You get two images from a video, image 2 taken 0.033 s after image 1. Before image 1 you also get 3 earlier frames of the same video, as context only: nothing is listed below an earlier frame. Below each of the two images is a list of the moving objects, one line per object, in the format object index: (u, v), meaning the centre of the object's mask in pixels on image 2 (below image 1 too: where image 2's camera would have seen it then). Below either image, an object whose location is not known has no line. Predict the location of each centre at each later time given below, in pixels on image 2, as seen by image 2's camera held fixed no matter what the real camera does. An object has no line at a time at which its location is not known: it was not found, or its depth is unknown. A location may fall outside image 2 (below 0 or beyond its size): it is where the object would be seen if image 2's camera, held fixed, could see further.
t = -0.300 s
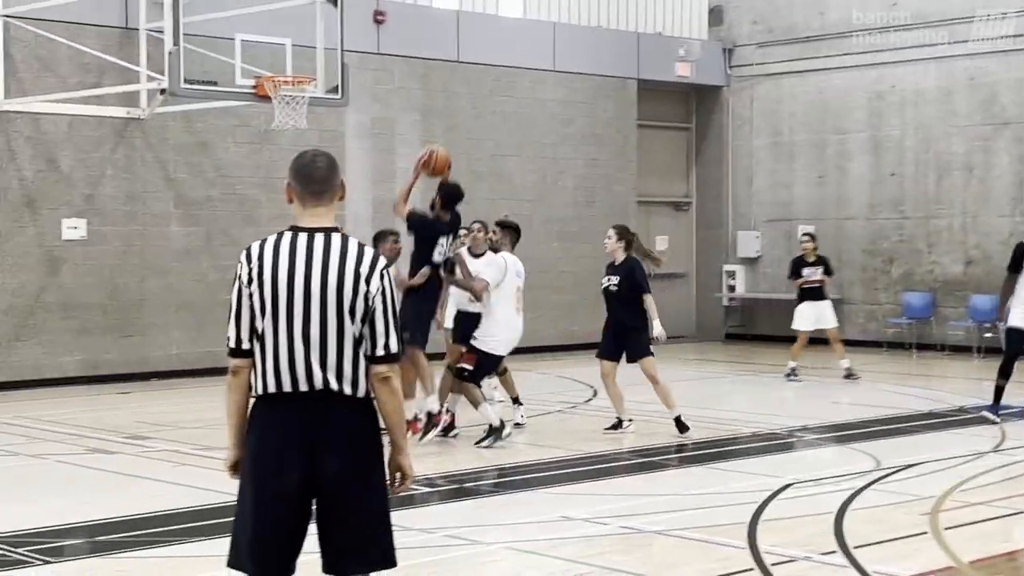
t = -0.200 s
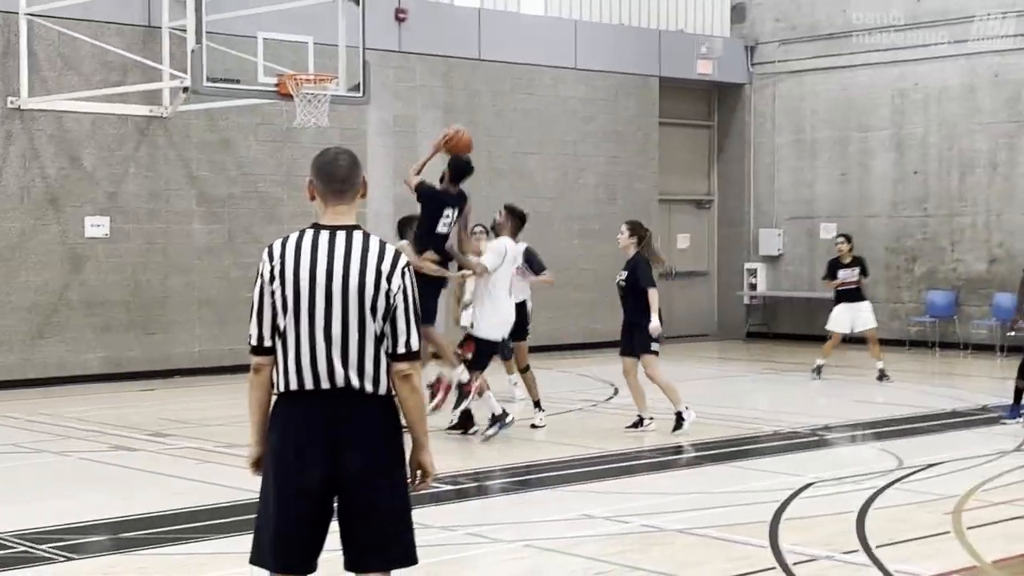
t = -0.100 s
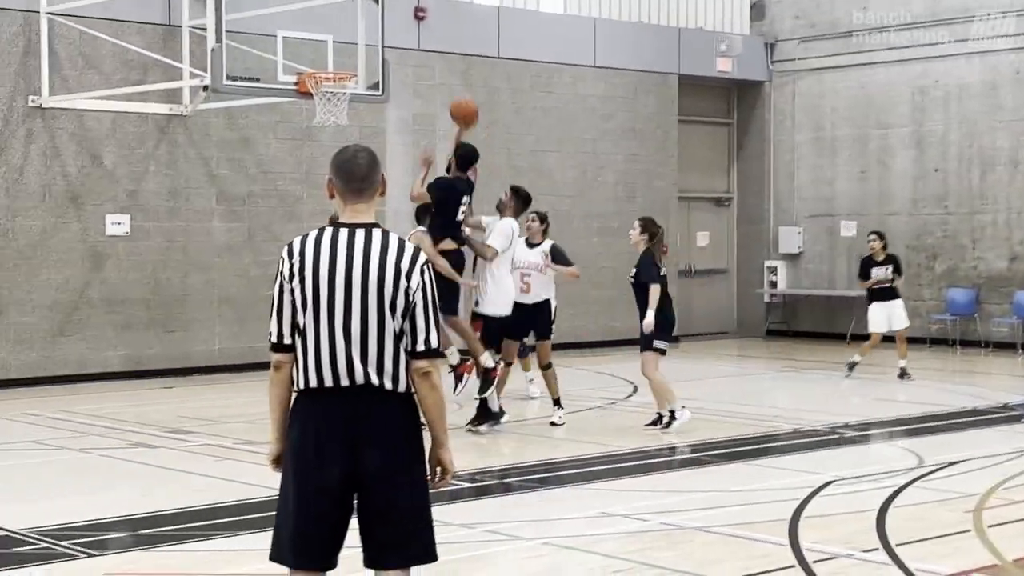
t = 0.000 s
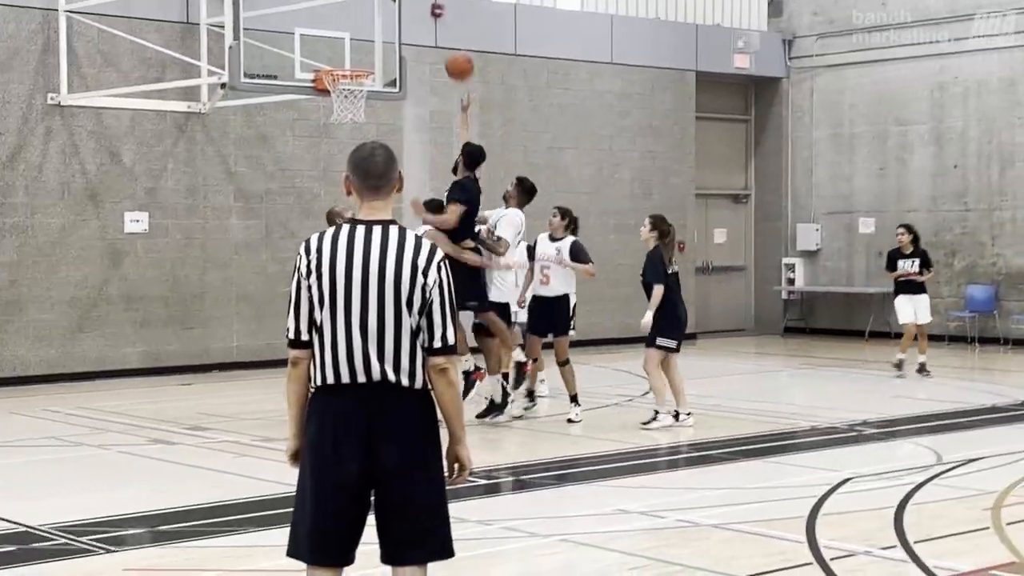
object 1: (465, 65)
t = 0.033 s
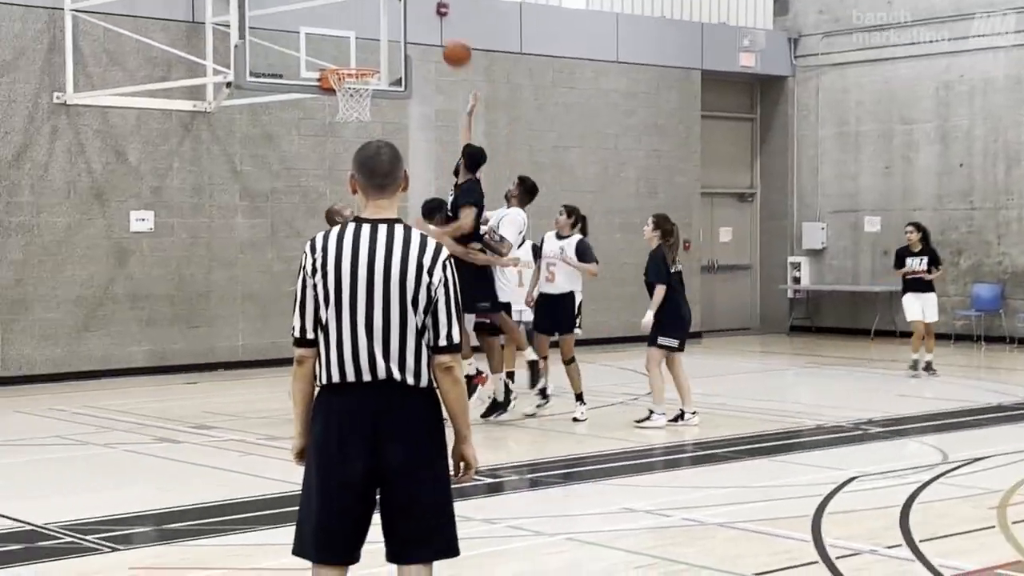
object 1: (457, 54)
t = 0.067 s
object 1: (449, 44)
